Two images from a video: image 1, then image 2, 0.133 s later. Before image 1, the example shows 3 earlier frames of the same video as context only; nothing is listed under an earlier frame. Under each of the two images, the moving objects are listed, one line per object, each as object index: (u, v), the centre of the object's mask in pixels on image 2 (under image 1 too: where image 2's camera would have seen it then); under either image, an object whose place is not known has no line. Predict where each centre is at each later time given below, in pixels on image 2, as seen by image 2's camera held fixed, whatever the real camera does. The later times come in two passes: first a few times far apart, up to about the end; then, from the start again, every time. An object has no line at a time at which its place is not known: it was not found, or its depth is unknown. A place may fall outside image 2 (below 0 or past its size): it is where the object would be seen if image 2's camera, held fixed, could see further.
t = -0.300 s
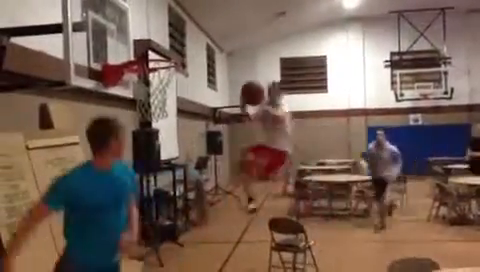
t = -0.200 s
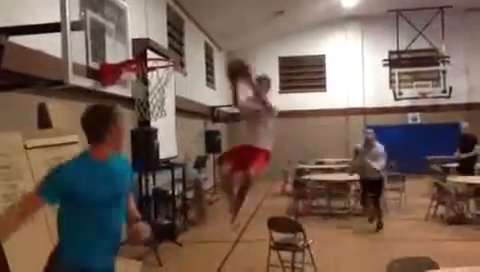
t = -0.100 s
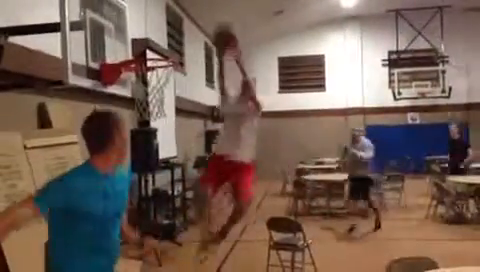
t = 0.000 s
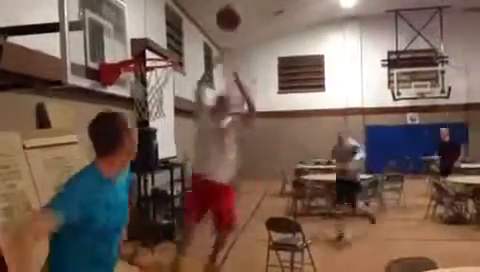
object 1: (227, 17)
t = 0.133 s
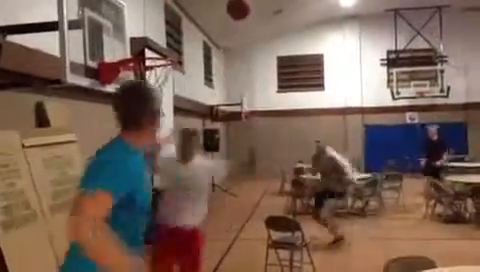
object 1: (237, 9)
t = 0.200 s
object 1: (242, 11)
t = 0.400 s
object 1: (256, 39)
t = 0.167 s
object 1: (240, 10)
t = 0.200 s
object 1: (242, 11)
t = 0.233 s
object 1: (245, 12)
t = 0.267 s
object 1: (246, 15)
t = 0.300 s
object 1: (249, 20)
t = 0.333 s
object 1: (252, 26)
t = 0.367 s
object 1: (254, 32)
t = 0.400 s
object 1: (256, 39)
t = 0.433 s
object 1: (259, 48)
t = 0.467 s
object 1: (261, 57)
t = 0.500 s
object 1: (263, 67)
